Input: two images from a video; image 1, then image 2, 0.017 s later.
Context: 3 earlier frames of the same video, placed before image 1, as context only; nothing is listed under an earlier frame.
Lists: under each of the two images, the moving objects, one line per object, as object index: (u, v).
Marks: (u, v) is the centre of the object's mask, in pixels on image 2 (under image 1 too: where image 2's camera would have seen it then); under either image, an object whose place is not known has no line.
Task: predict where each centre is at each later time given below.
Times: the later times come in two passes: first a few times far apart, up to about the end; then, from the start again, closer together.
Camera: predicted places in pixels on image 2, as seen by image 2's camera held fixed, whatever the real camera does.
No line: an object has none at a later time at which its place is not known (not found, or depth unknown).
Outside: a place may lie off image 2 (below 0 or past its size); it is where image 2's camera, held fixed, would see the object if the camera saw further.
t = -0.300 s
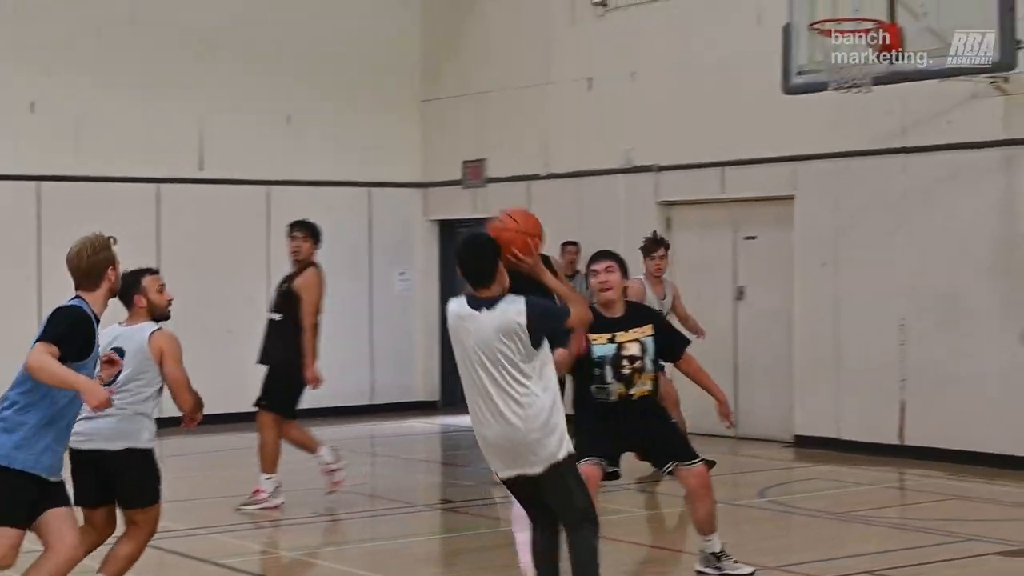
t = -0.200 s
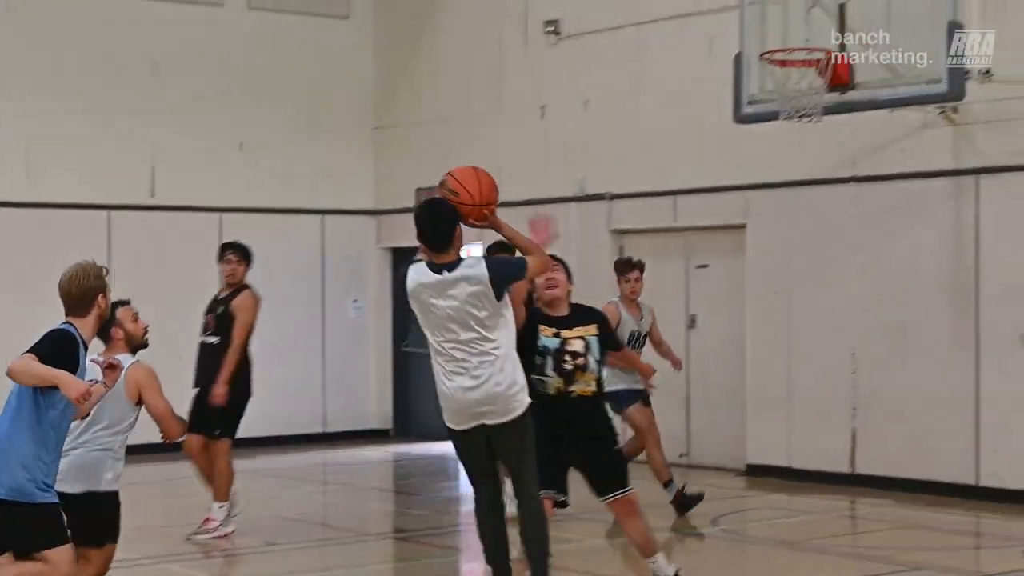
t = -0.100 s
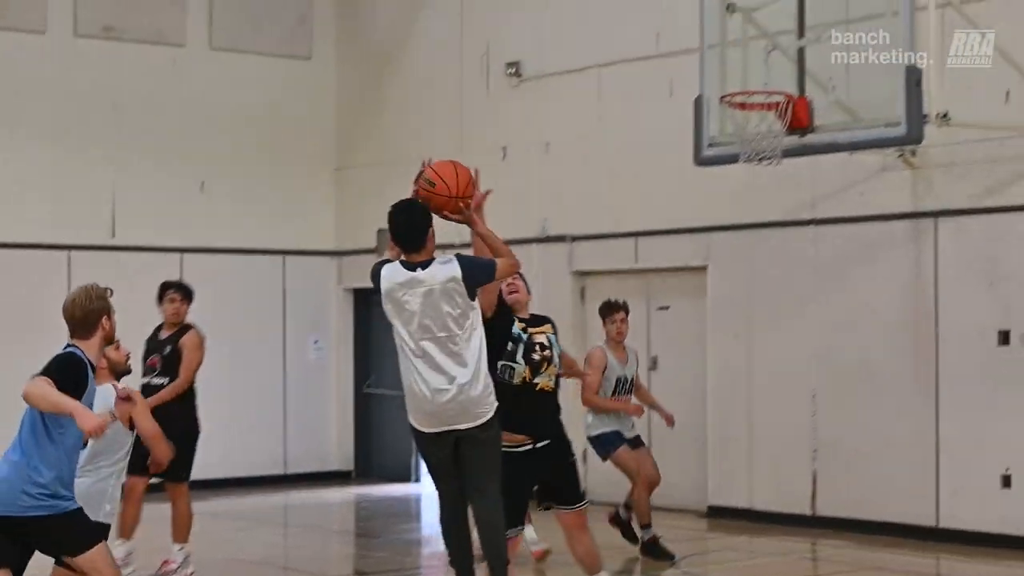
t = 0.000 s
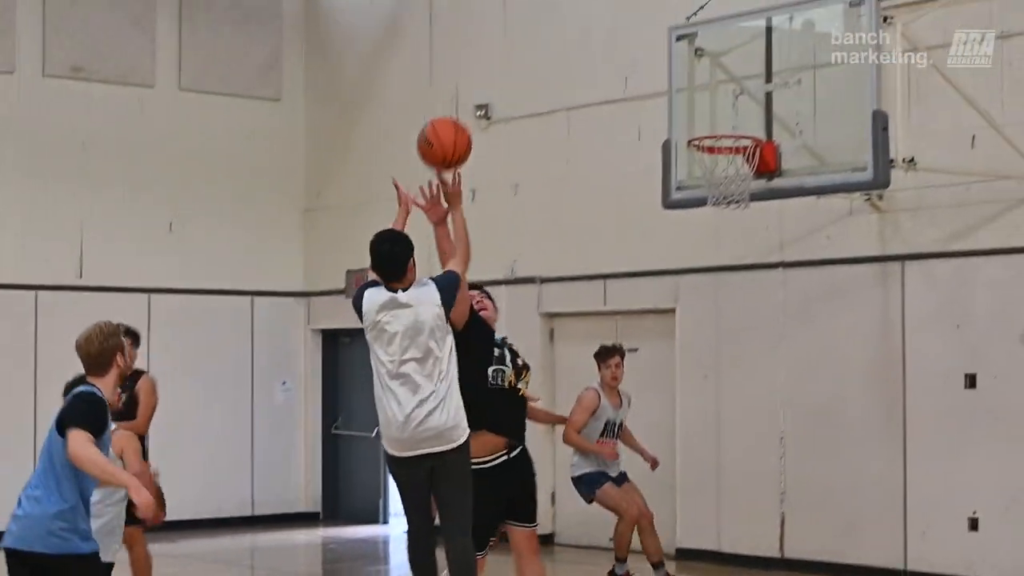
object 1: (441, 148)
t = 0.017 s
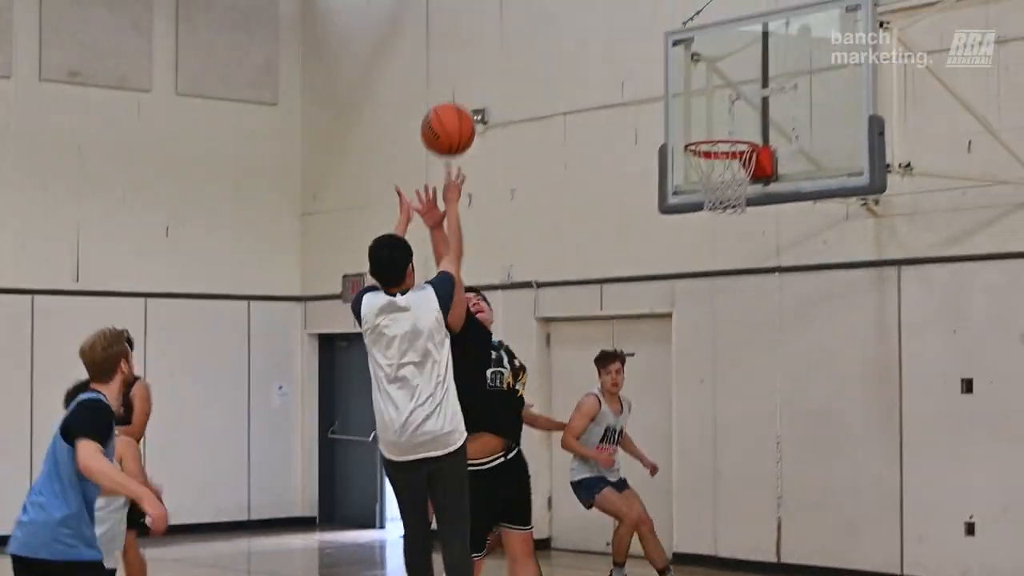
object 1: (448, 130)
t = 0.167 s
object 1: (507, 2)
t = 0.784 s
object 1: (683, 1)
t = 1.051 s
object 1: (725, 170)
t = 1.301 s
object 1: (699, 219)
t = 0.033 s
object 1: (455, 112)
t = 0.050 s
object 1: (462, 95)
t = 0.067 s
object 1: (468, 79)
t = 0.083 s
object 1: (475, 64)
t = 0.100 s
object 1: (482, 50)
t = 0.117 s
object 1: (488, 37)
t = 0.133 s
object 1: (494, 25)
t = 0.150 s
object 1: (501, 13)
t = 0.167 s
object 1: (507, 2)
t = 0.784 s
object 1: (683, 1)
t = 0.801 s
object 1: (687, 9)
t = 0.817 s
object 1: (690, 18)
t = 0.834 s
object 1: (694, 27)
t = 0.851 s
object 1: (698, 36)
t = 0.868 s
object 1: (702, 46)
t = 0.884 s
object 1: (705, 57)
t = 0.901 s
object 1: (708, 67)
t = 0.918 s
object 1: (712, 78)
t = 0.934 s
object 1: (715, 88)
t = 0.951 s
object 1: (718, 100)
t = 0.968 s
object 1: (721, 112)
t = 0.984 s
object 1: (725, 123)
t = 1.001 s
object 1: (727, 133)
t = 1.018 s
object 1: (730, 148)
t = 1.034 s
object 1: (732, 159)
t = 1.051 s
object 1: (725, 170)
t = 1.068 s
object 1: (723, 179)
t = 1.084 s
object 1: (719, 189)
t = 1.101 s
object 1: (714, 195)
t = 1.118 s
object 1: (711, 199)
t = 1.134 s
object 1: (708, 202)
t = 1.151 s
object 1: (707, 203)
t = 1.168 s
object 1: (706, 204)
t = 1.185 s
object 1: (705, 204)
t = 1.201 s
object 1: (704, 205)
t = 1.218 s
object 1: (704, 207)
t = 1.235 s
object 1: (702, 212)
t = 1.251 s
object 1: (702, 211)
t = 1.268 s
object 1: (701, 213)
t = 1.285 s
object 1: (700, 216)
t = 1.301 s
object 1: (699, 219)
